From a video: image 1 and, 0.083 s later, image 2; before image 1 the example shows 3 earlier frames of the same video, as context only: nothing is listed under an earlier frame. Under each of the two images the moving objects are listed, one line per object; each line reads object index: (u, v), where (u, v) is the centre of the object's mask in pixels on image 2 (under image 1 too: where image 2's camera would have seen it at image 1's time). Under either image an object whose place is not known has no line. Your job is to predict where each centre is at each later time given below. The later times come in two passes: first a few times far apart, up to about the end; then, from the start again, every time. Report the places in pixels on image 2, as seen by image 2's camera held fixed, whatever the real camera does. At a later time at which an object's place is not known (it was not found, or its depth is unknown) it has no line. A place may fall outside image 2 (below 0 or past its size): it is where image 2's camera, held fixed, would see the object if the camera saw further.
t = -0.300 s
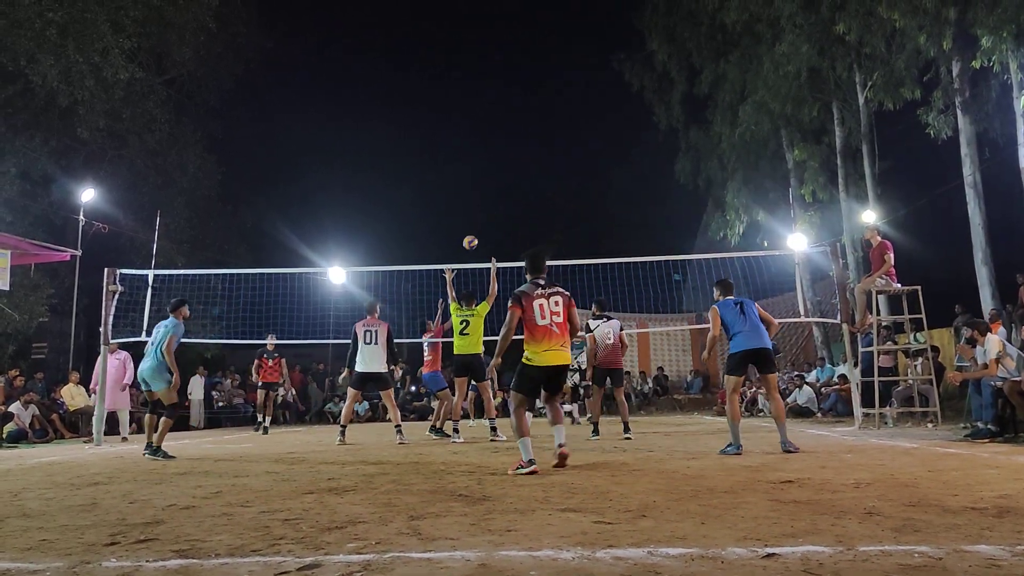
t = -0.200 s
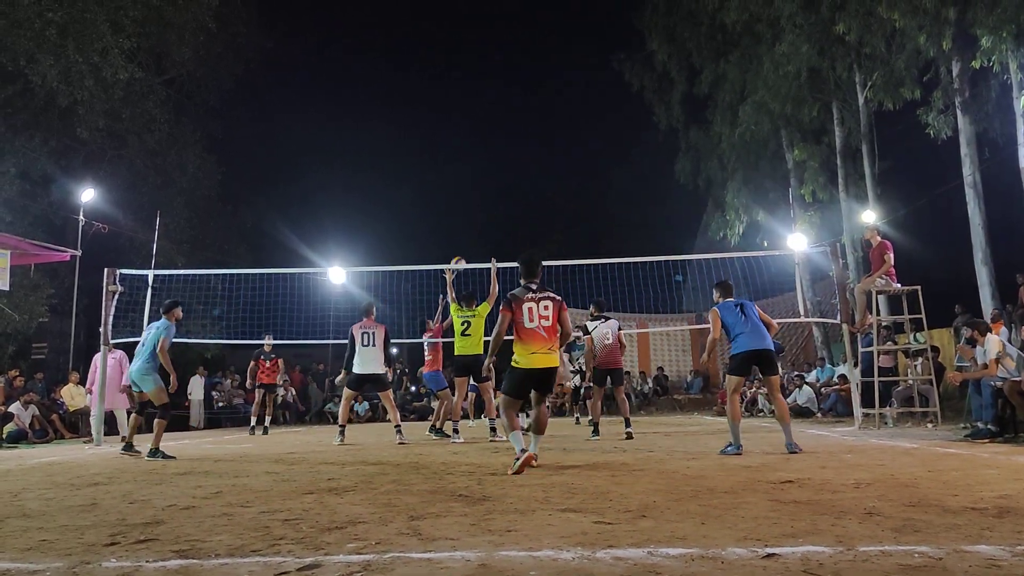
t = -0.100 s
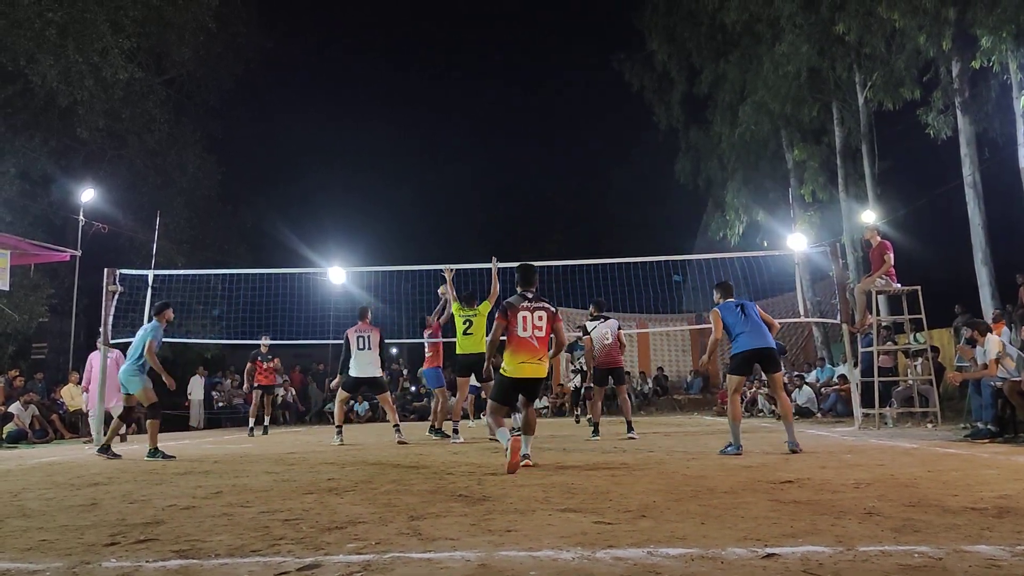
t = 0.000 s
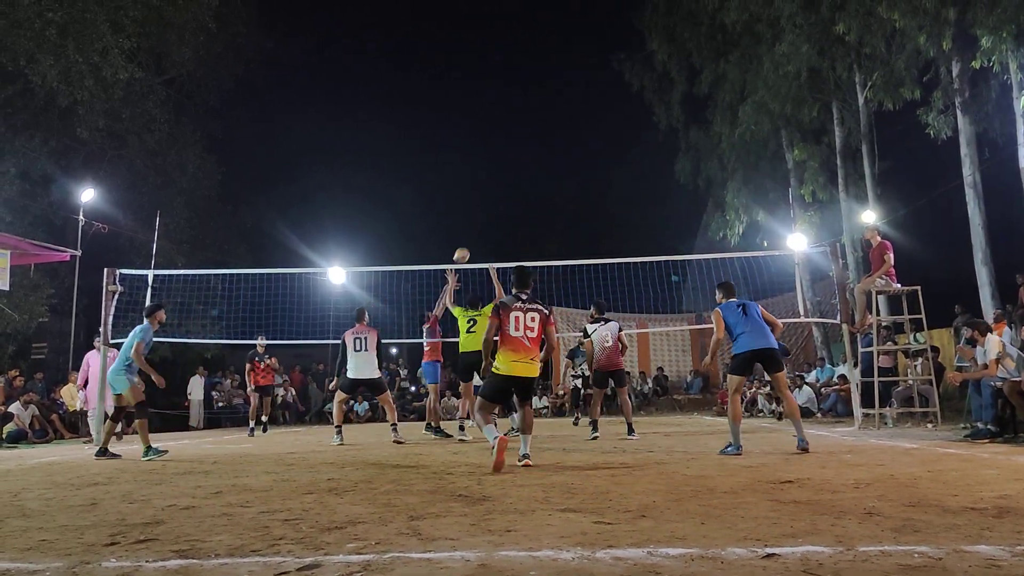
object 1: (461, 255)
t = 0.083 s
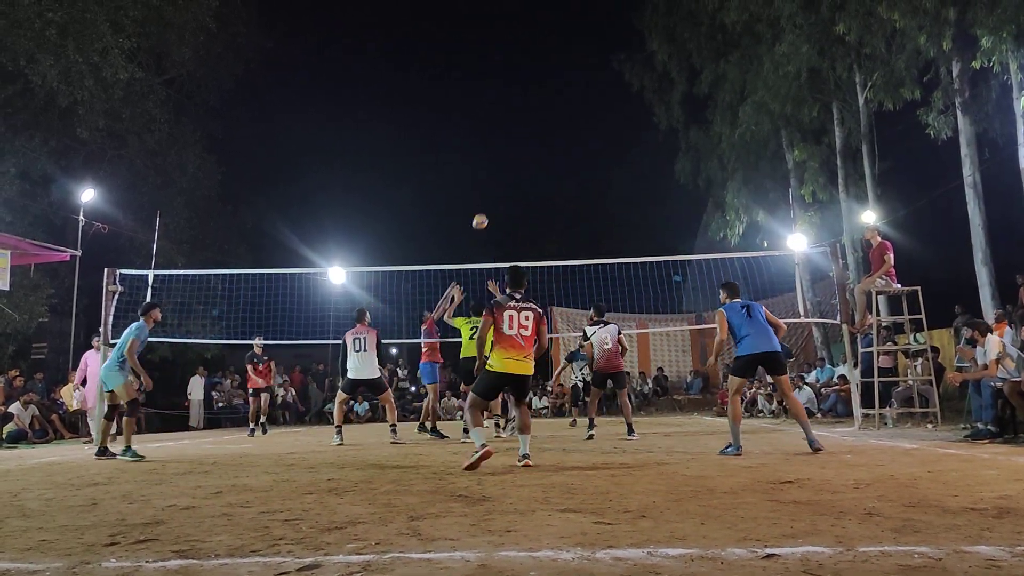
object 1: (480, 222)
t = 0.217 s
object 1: (507, 178)
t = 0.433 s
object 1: (551, 133)
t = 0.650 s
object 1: (591, 120)
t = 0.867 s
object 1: (632, 136)
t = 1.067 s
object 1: (670, 176)
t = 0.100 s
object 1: (483, 215)
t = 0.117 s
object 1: (487, 209)
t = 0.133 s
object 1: (490, 204)
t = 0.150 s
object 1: (494, 198)
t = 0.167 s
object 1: (497, 193)
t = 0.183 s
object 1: (501, 187)
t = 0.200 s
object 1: (504, 183)
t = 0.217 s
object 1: (507, 178)
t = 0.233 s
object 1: (511, 173)
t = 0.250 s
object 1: (514, 169)
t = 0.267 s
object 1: (518, 165)
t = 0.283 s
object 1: (521, 161)
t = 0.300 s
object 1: (524, 157)
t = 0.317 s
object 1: (527, 153)
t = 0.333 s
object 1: (531, 150)
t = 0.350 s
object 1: (534, 147)
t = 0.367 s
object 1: (537, 144)
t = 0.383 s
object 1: (541, 141)
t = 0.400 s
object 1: (544, 138)
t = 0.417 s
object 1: (547, 136)
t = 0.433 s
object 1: (551, 133)
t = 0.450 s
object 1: (554, 131)
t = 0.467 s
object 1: (557, 129)
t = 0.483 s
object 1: (560, 128)
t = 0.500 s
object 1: (564, 126)
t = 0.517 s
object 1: (567, 124)
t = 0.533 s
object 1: (569, 123)
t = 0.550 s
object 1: (573, 122)
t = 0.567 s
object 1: (576, 121)
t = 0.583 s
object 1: (579, 121)
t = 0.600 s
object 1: (582, 120)
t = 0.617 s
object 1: (585, 120)
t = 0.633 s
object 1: (588, 120)
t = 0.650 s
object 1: (591, 120)
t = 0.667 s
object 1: (595, 120)
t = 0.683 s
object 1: (597, 120)
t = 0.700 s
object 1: (601, 121)
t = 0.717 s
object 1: (604, 122)
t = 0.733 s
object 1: (608, 123)
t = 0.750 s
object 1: (611, 124)
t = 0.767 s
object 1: (614, 125)
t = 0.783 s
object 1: (617, 126)
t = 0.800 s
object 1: (620, 128)
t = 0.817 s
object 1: (623, 130)
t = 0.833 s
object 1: (627, 131)
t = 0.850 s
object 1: (629, 134)
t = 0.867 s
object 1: (632, 136)
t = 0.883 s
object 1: (635, 138)
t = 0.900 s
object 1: (638, 141)
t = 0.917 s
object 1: (641, 143)
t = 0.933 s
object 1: (644, 146)
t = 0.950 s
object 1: (648, 150)
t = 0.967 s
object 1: (651, 153)
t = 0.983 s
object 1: (654, 156)
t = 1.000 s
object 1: (657, 160)
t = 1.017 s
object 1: (661, 164)
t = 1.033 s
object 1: (664, 168)
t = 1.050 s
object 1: (667, 172)
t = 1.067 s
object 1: (670, 176)
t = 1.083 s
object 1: (673, 180)
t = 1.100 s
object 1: (677, 185)
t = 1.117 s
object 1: (680, 190)
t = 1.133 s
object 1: (682, 194)
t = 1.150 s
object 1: (686, 200)
